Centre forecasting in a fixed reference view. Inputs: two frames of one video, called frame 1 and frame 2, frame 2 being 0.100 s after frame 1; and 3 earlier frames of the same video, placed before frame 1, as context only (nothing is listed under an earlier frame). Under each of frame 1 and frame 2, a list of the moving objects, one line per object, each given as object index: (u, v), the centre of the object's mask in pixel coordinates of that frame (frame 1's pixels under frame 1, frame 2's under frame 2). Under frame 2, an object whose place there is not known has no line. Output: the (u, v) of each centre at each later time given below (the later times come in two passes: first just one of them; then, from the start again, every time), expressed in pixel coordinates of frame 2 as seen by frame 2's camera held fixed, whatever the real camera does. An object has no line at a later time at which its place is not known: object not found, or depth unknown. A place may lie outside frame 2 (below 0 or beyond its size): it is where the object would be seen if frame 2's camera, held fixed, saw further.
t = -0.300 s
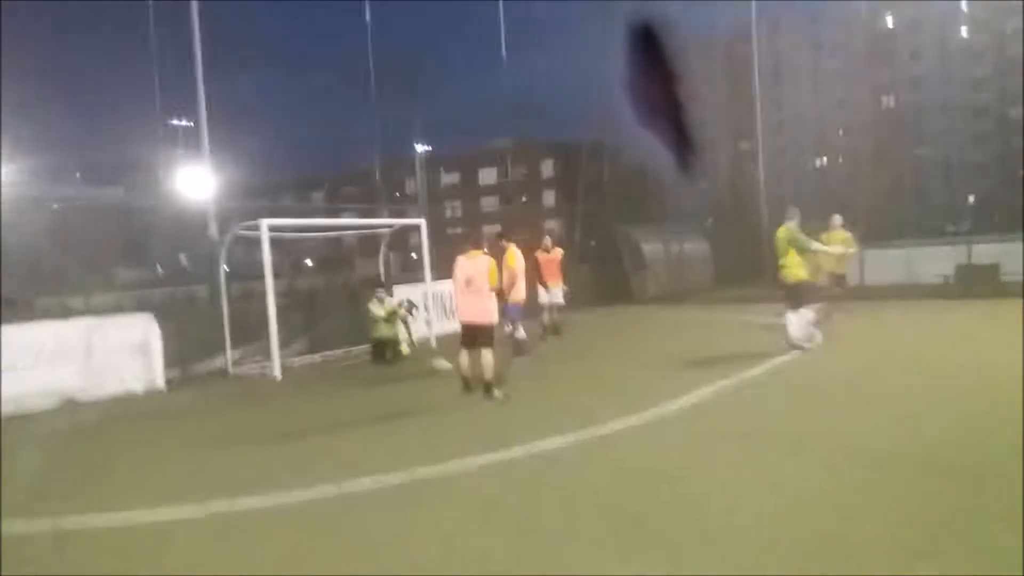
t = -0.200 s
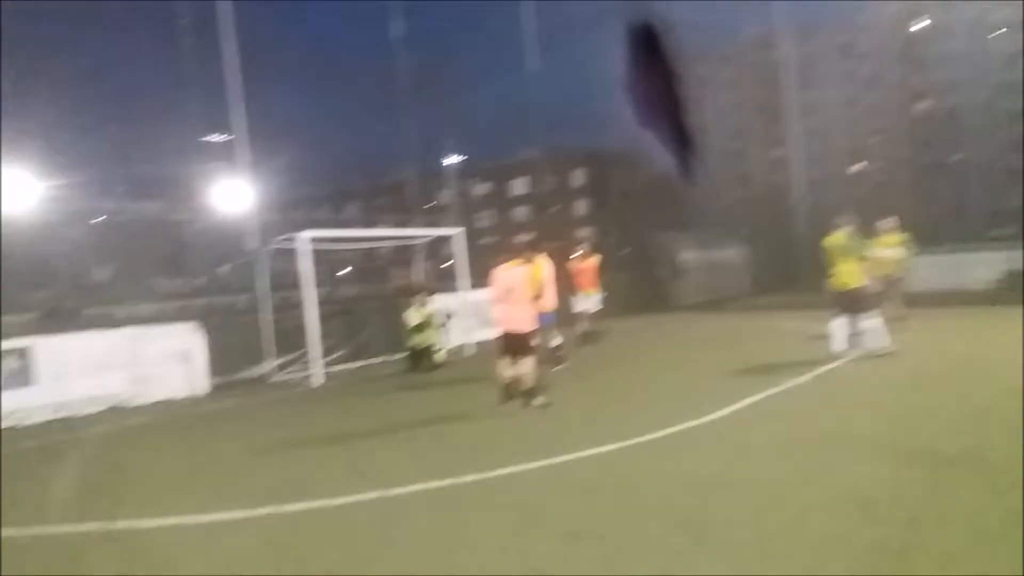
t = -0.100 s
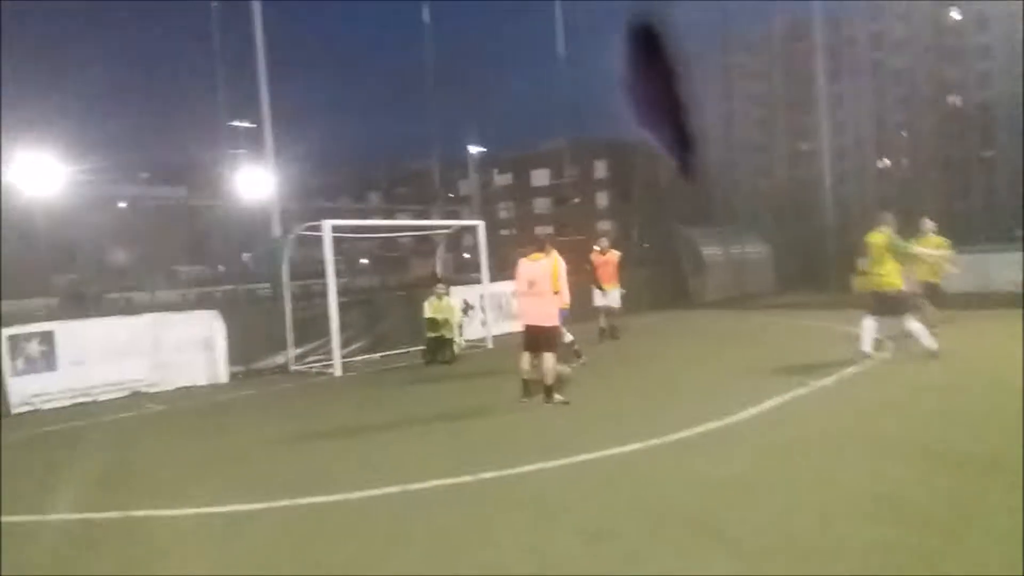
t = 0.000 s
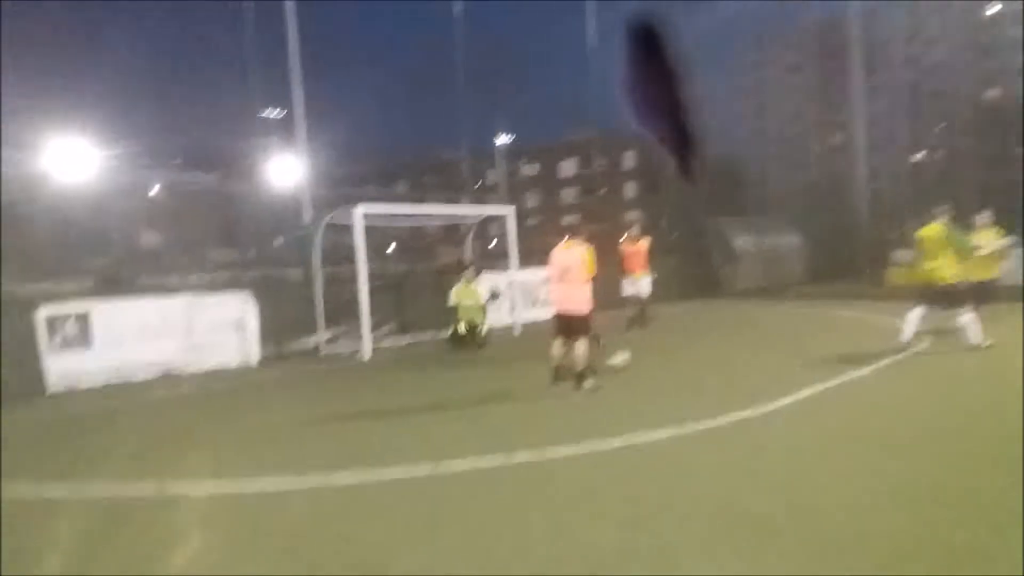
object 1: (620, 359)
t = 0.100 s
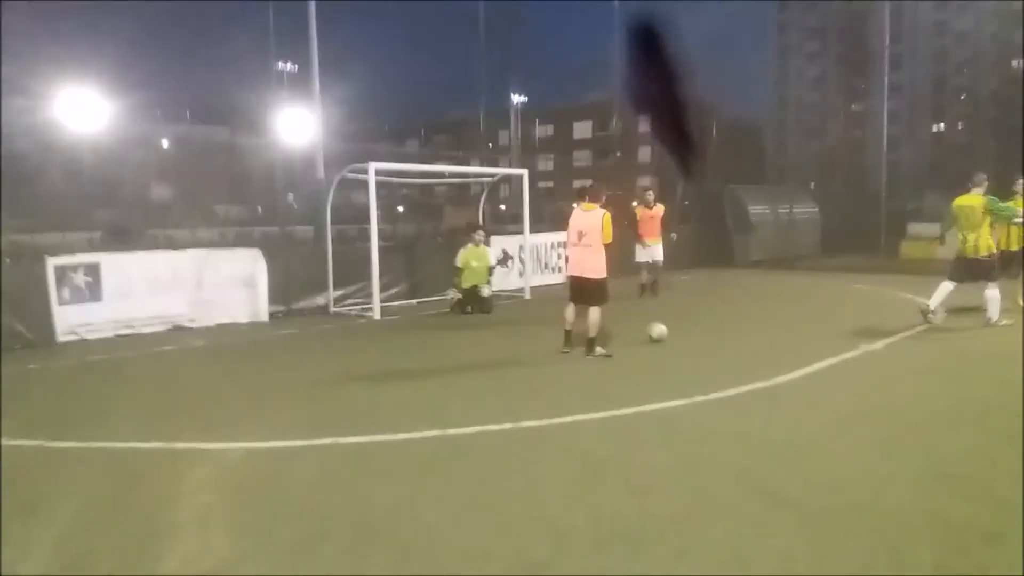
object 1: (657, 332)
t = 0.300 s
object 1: (724, 339)
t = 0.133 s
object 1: (667, 332)
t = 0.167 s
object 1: (678, 333)
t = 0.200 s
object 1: (690, 334)
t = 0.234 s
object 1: (703, 335)
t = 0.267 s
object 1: (714, 338)
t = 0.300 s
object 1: (724, 339)
